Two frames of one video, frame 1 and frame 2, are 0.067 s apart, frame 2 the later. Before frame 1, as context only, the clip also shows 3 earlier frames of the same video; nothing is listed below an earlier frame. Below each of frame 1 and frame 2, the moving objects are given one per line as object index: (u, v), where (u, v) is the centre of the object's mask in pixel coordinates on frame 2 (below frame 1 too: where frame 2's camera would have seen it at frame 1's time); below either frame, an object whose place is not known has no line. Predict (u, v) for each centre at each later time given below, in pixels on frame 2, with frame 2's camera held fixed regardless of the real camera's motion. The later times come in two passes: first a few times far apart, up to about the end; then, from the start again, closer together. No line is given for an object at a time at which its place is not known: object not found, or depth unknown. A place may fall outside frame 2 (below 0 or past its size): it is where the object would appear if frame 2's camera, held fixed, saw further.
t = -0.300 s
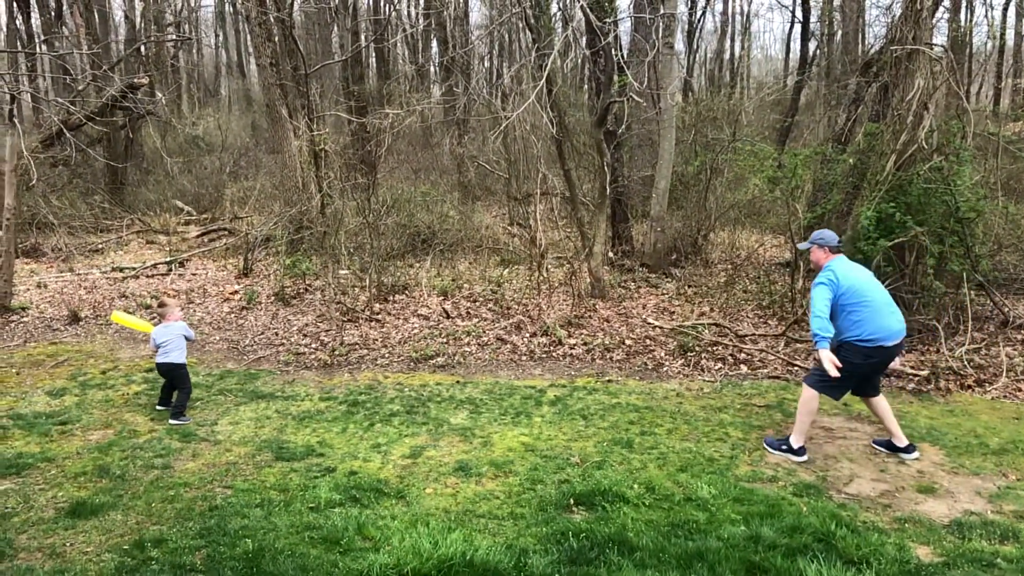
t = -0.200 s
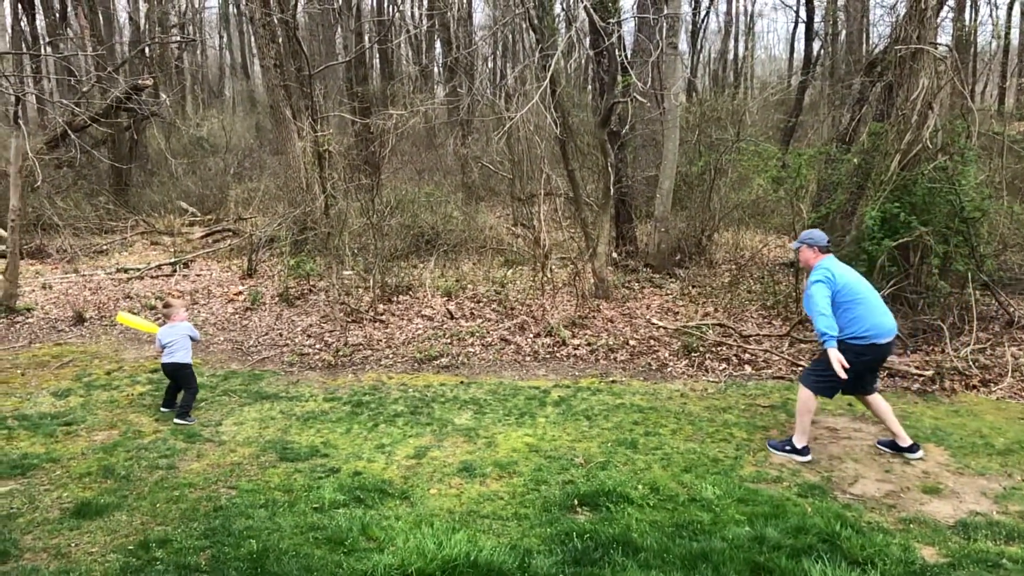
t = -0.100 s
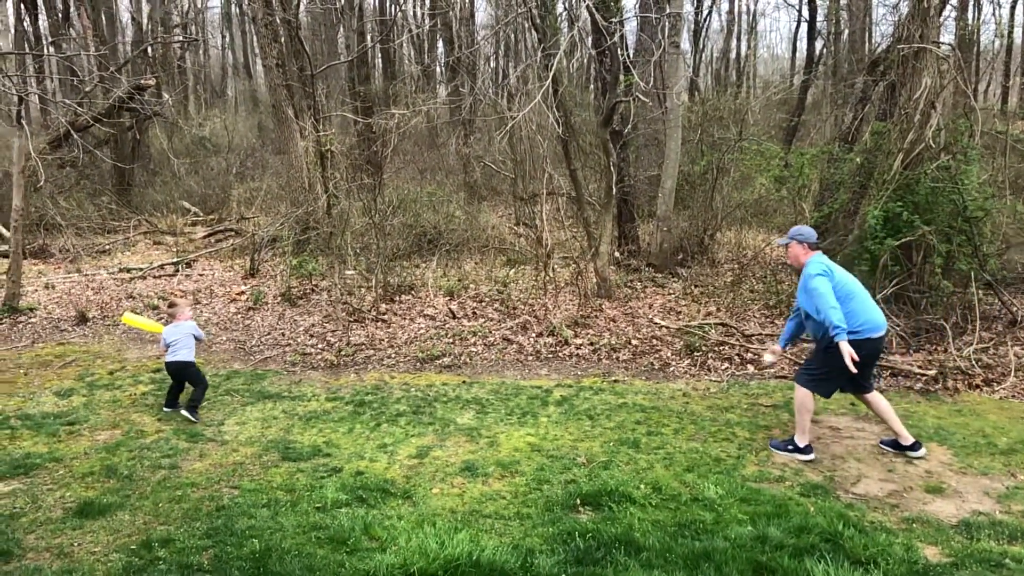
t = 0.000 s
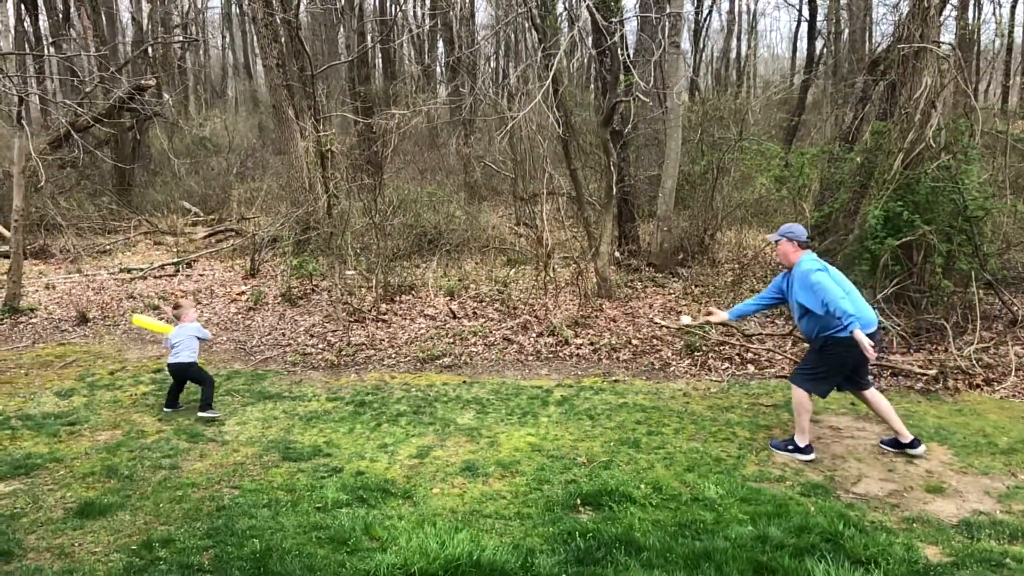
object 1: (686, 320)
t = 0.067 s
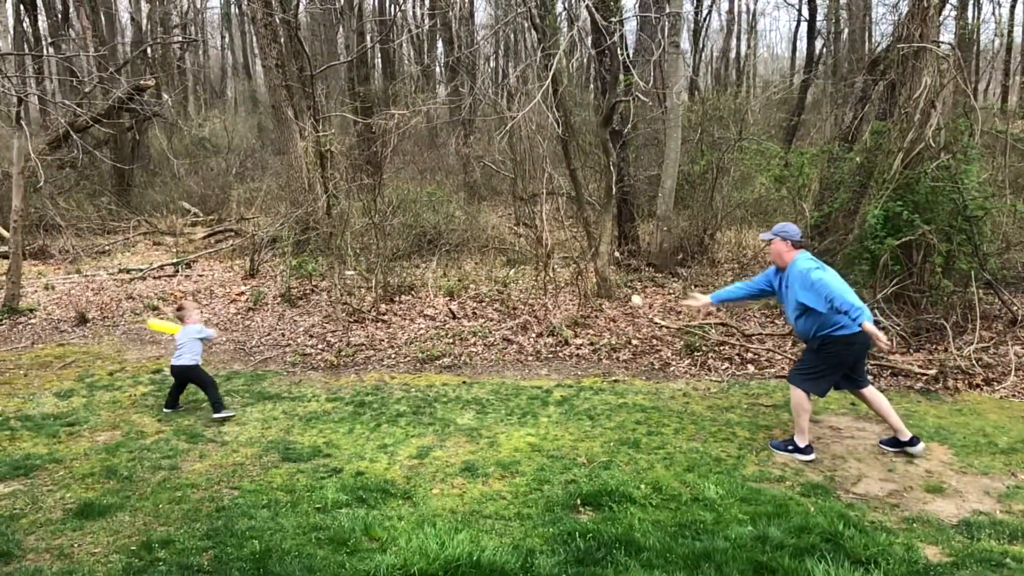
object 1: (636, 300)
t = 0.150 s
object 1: (573, 282)
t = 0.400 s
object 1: (415, 284)
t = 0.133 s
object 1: (584, 285)
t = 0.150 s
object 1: (573, 282)
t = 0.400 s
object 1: (415, 284)
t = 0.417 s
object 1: (406, 287)
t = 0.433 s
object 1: (397, 290)
